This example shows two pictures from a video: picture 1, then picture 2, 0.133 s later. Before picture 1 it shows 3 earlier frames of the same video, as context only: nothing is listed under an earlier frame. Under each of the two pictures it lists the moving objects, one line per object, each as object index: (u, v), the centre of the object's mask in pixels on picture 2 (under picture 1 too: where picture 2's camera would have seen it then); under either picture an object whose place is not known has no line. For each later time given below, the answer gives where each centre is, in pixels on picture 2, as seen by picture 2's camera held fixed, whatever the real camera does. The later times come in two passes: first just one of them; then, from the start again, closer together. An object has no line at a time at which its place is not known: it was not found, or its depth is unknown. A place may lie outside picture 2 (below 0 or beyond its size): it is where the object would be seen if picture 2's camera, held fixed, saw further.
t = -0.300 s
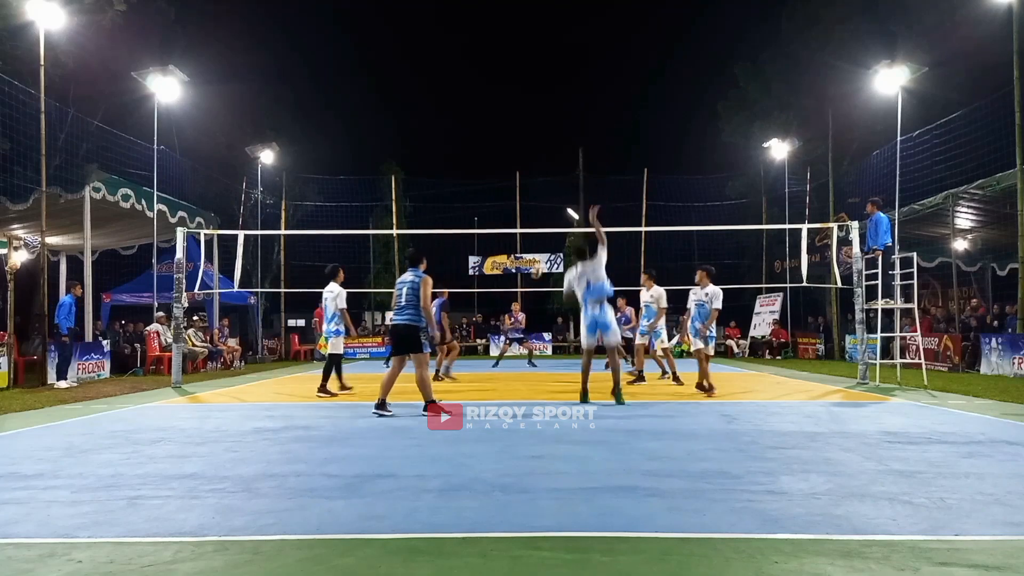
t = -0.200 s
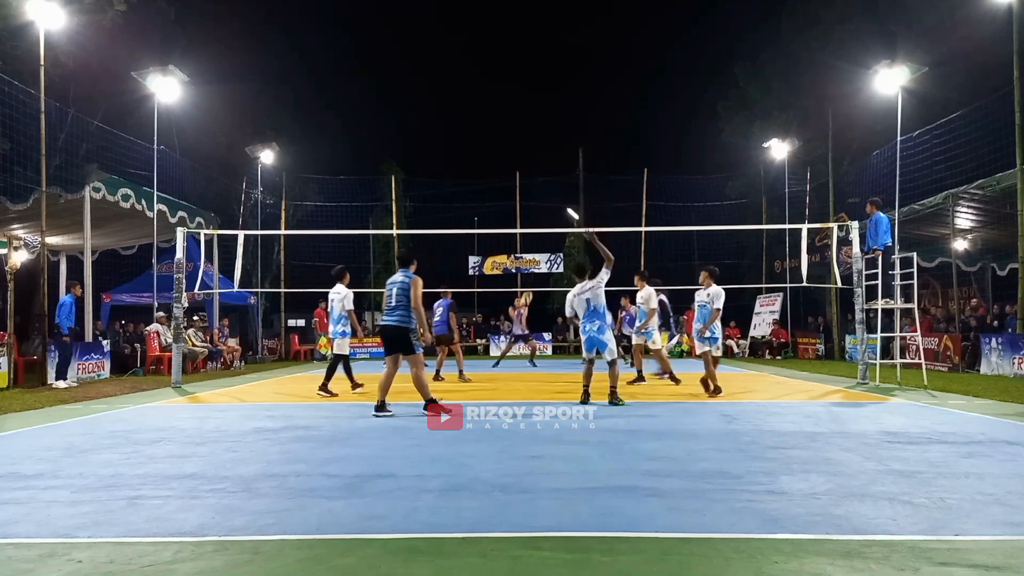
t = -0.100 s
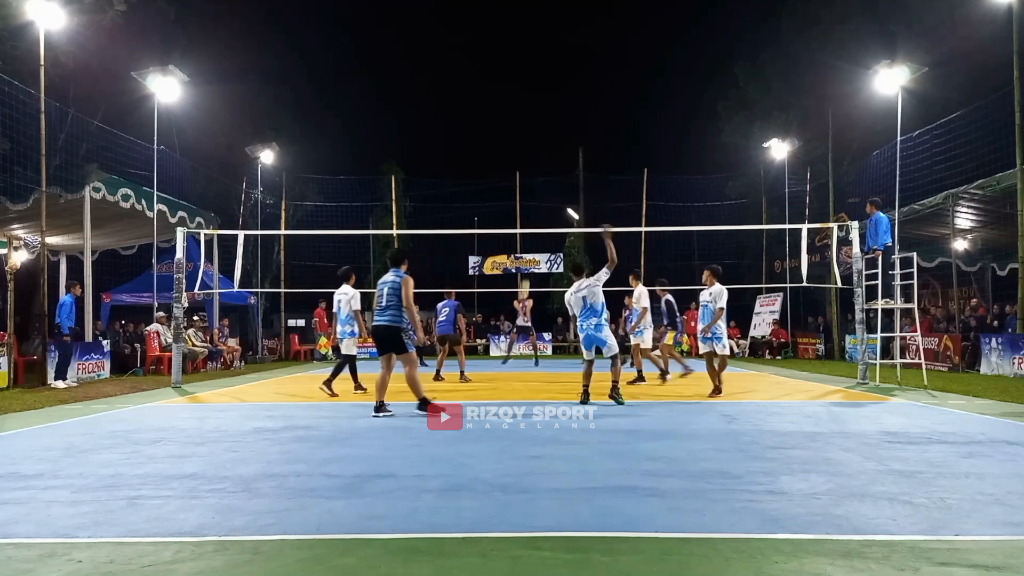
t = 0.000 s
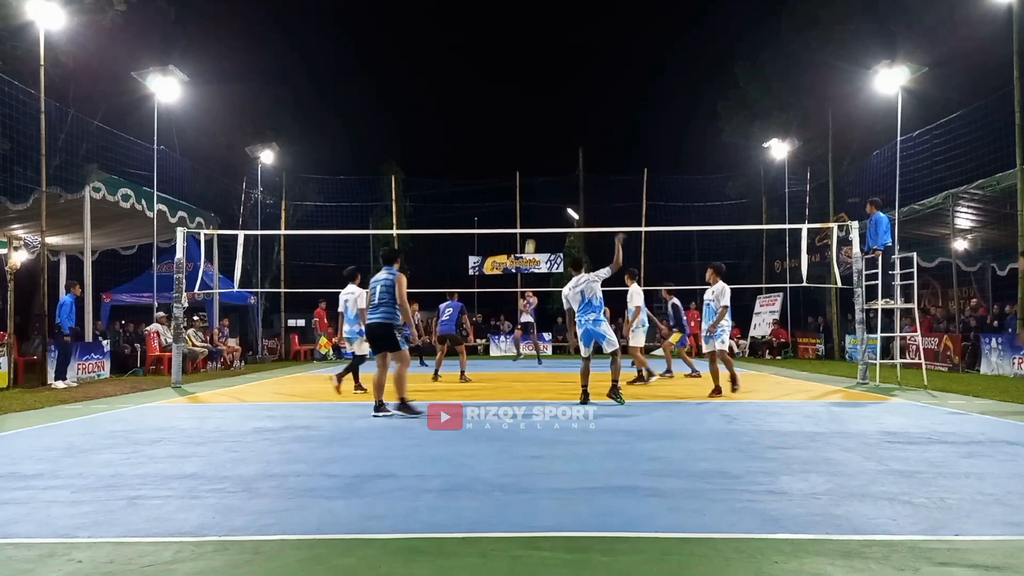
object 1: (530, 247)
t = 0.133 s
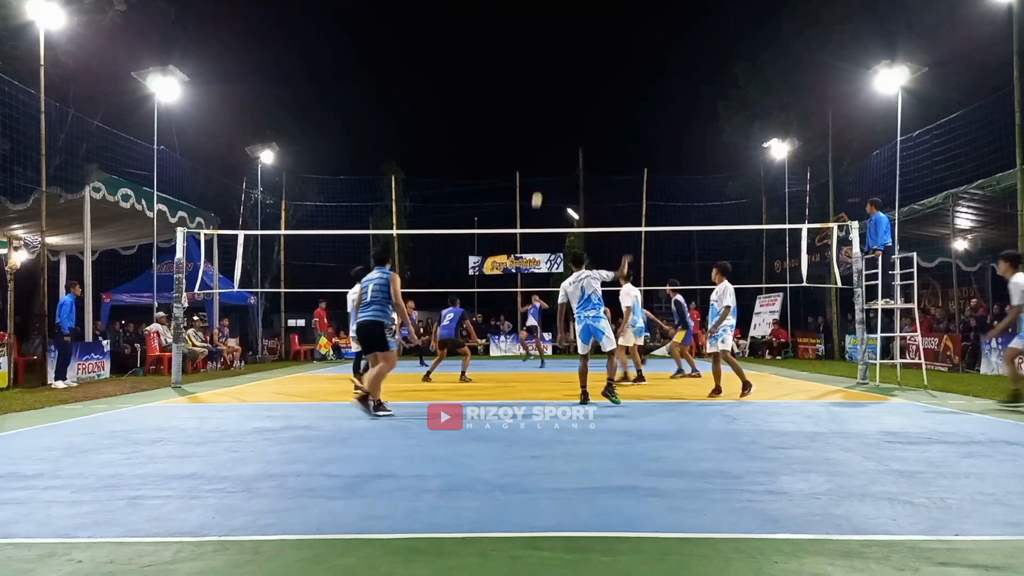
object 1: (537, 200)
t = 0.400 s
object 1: (551, 127)
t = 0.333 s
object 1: (547, 143)
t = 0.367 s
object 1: (549, 134)
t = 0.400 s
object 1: (551, 127)
